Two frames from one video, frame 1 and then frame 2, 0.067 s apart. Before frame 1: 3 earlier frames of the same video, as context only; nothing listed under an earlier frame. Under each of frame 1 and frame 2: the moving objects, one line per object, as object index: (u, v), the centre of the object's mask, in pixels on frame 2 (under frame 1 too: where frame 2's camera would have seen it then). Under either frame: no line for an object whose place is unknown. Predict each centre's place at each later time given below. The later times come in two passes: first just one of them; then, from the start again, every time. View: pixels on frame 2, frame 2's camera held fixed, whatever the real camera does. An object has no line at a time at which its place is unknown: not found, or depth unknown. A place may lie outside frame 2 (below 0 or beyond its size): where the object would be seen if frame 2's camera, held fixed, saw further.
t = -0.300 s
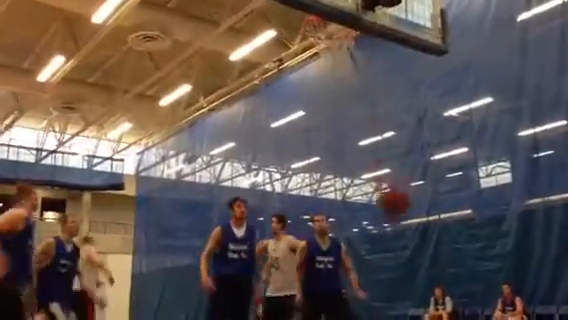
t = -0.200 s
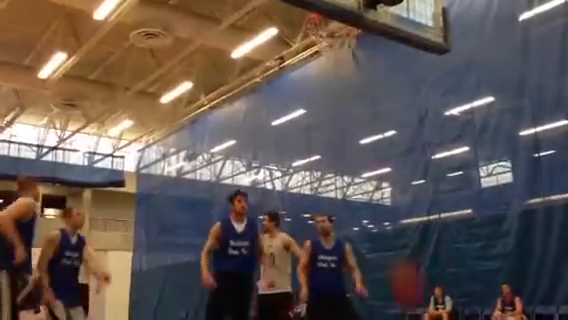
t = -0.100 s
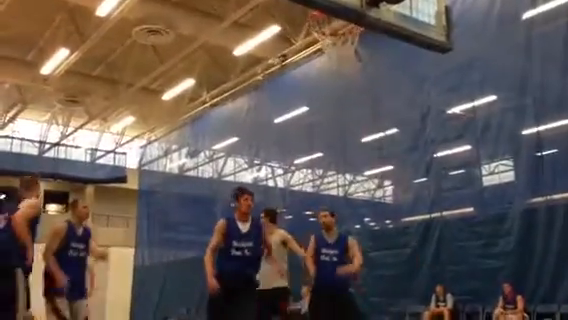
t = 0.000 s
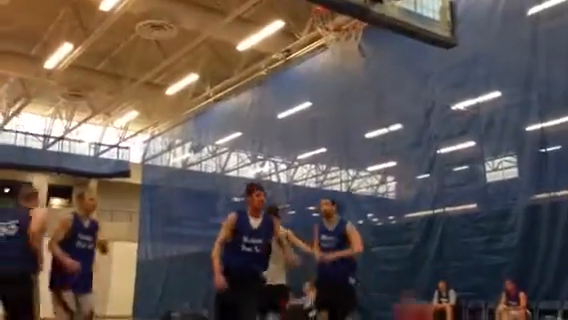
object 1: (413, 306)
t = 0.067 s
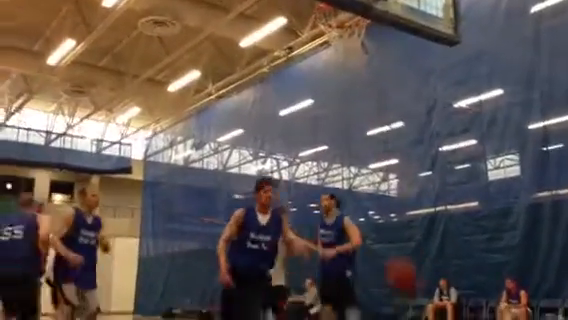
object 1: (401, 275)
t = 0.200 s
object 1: (386, 216)
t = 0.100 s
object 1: (400, 258)
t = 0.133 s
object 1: (395, 243)
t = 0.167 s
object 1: (387, 227)
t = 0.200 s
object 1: (386, 216)
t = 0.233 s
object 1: (381, 209)
